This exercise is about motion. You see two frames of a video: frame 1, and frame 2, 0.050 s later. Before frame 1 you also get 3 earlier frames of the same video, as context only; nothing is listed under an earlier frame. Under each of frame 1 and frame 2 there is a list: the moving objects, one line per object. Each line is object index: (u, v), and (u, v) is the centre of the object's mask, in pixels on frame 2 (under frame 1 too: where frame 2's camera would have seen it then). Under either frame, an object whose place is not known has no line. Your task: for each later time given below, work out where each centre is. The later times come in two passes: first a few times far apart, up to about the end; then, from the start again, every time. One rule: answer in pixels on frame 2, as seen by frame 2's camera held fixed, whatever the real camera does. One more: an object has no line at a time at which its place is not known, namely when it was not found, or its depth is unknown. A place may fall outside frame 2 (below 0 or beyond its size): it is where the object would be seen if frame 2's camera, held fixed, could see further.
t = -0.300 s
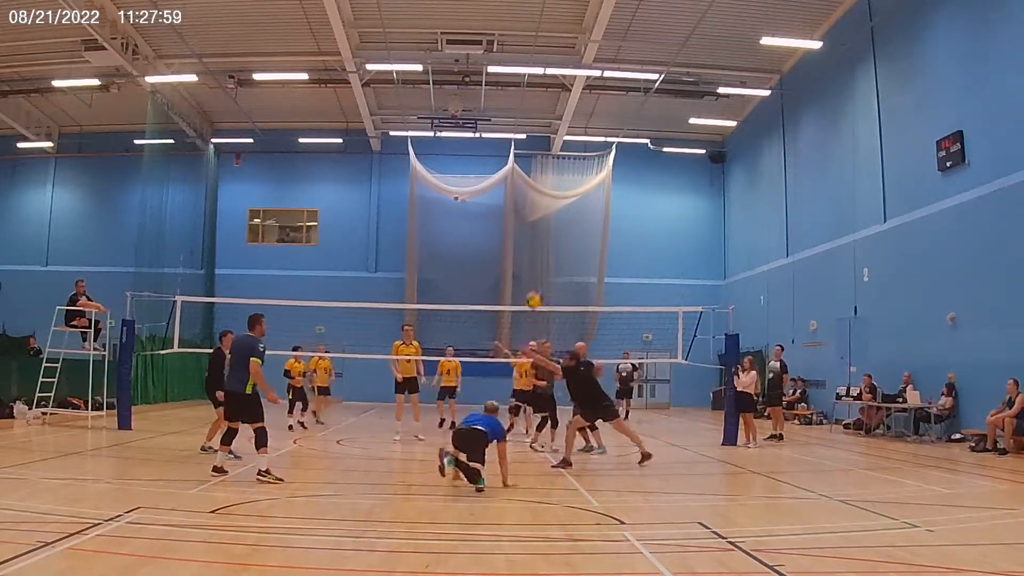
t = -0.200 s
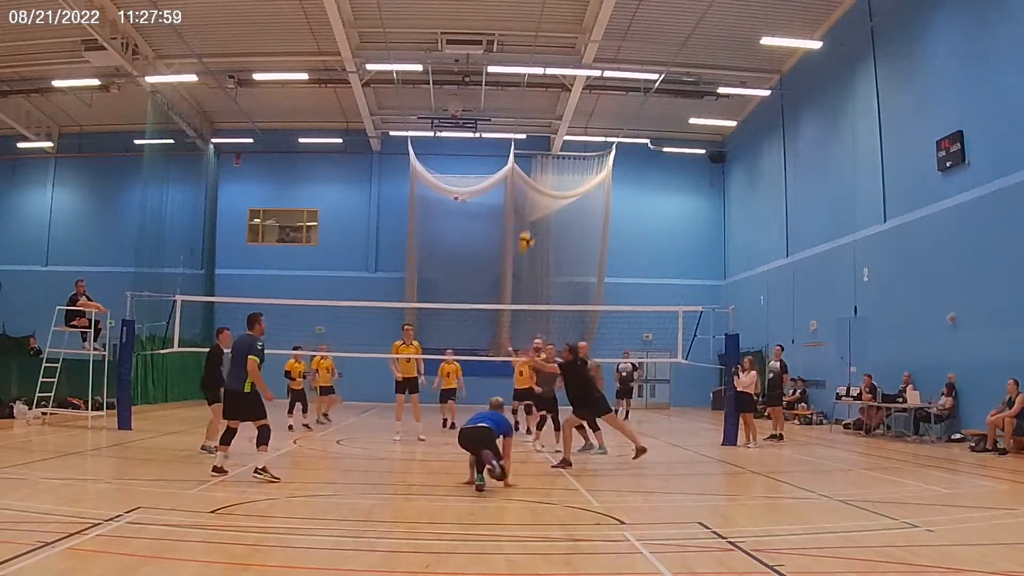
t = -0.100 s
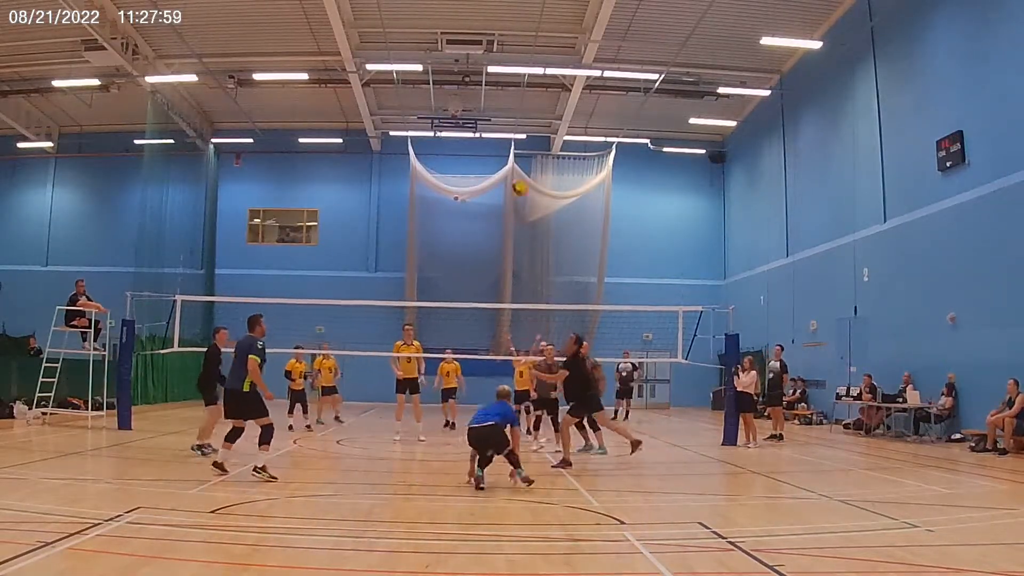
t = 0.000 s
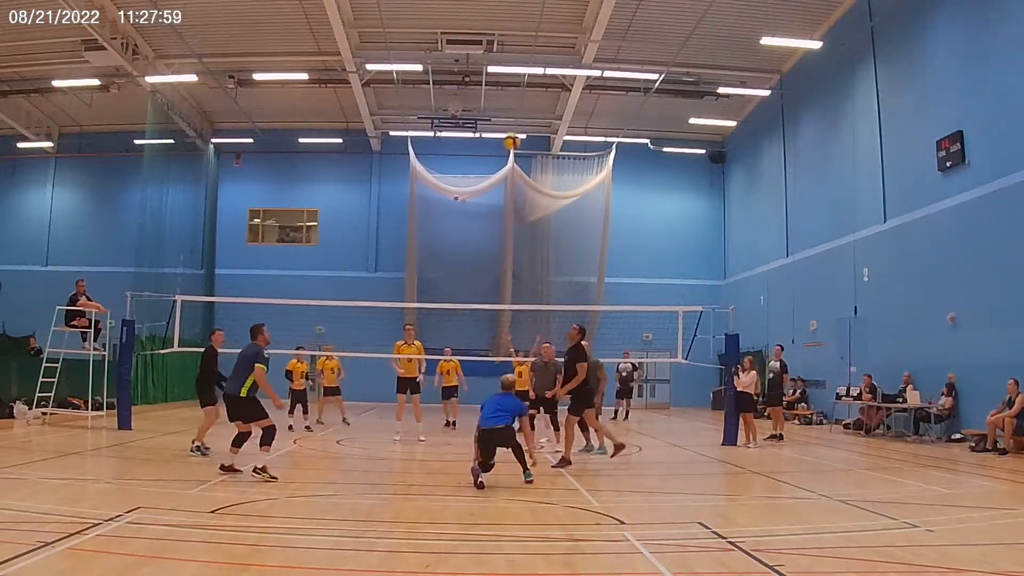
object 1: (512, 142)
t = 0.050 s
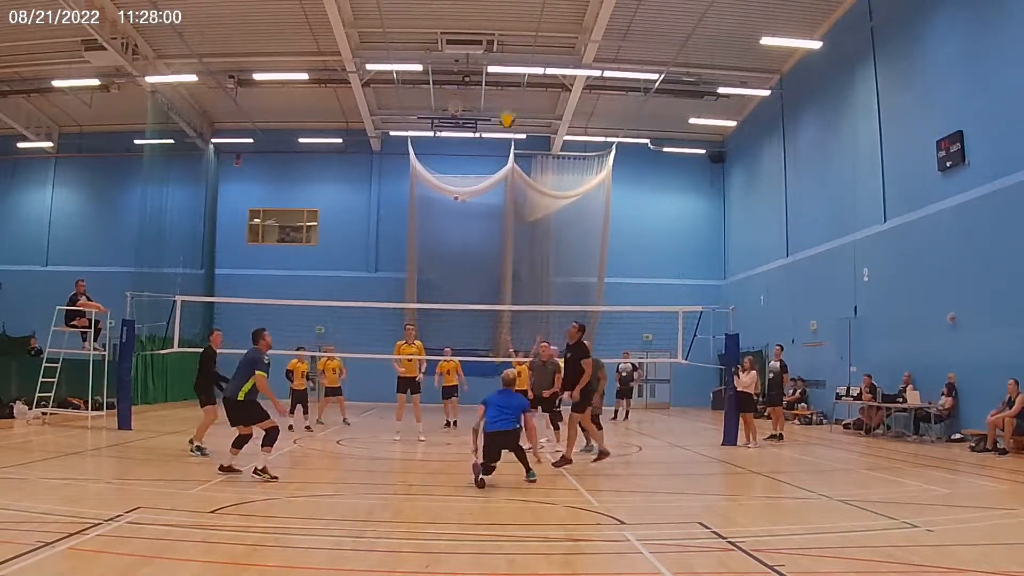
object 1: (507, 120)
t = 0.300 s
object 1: (488, 43)
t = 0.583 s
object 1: (462, 11)
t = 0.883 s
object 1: (427, 50)
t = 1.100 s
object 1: (396, 145)
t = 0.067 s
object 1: (507, 113)
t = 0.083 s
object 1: (505, 108)
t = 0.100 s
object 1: (503, 102)
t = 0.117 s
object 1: (503, 95)
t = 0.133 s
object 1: (502, 90)
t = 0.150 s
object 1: (501, 85)
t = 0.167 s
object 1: (498, 80)
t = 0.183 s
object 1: (497, 74)
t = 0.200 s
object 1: (495, 69)
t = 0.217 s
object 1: (494, 65)
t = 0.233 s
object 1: (494, 59)
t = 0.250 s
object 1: (492, 55)
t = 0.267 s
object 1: (491, 51)
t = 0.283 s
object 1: (490, 46)
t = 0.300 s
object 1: (488, 43)
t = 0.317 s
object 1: (487, 42)
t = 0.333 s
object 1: (486, 38)
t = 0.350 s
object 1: (484, 34)
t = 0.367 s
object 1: (482, 28)
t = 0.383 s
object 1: (481, 27)
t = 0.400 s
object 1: (480, 25)
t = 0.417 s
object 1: (477, 22)
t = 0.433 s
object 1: (476, 21)
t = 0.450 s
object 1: (475, 18)
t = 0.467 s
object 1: (473, 17)
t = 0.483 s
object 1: (472, 15)
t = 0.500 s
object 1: (471, 14)
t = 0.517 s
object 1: (470, 12)
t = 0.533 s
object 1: (467, 11)
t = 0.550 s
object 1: (466, 11)
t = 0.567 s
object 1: (464, 11)
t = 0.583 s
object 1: (462, 11)
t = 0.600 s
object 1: (461, 10)
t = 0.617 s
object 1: (459, 10)
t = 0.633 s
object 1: (458, 11)
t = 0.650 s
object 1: (456, 12)
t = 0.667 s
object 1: (453, 13)
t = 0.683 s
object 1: (452, 14)
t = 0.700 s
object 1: (451, 15)
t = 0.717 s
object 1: (449, 17)
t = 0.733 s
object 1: (446, 19)
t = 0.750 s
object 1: (445, 21)
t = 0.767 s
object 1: (442, 24)
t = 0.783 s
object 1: (440, 26)
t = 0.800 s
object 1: (438, 30)
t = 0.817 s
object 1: (436, 33)
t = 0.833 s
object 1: (434, 38)
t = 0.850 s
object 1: (433, 41)
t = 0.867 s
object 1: (430, 45)
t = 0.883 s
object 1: (427, 50)
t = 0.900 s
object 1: (426, 55)
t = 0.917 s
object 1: (424, 60)
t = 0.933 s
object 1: (422, 66)
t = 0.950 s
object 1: (419, 72)
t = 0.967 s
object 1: (416, 80)
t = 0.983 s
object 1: (414, 85)
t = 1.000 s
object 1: (412, 92)
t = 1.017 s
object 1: (409, 99)
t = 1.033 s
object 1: (406, 108)
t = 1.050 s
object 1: (404, 116)
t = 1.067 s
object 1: (401, 124)
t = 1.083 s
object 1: (398, 133)
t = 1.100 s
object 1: (396, 145)
